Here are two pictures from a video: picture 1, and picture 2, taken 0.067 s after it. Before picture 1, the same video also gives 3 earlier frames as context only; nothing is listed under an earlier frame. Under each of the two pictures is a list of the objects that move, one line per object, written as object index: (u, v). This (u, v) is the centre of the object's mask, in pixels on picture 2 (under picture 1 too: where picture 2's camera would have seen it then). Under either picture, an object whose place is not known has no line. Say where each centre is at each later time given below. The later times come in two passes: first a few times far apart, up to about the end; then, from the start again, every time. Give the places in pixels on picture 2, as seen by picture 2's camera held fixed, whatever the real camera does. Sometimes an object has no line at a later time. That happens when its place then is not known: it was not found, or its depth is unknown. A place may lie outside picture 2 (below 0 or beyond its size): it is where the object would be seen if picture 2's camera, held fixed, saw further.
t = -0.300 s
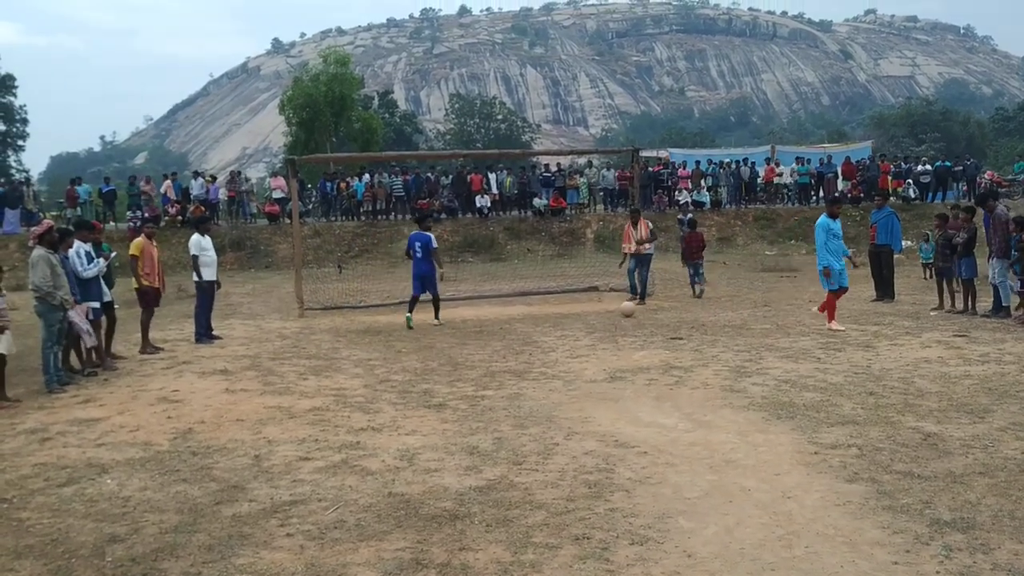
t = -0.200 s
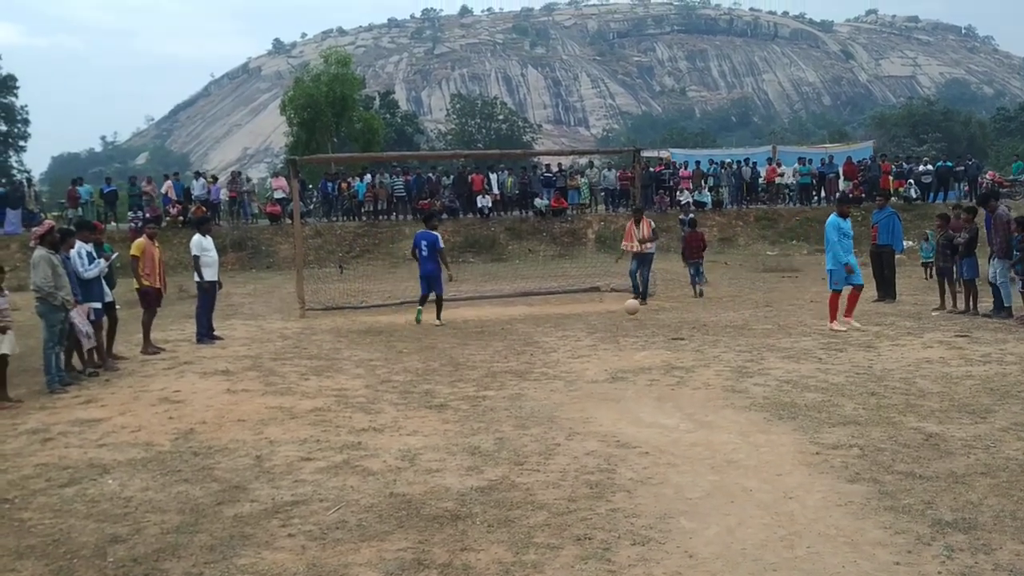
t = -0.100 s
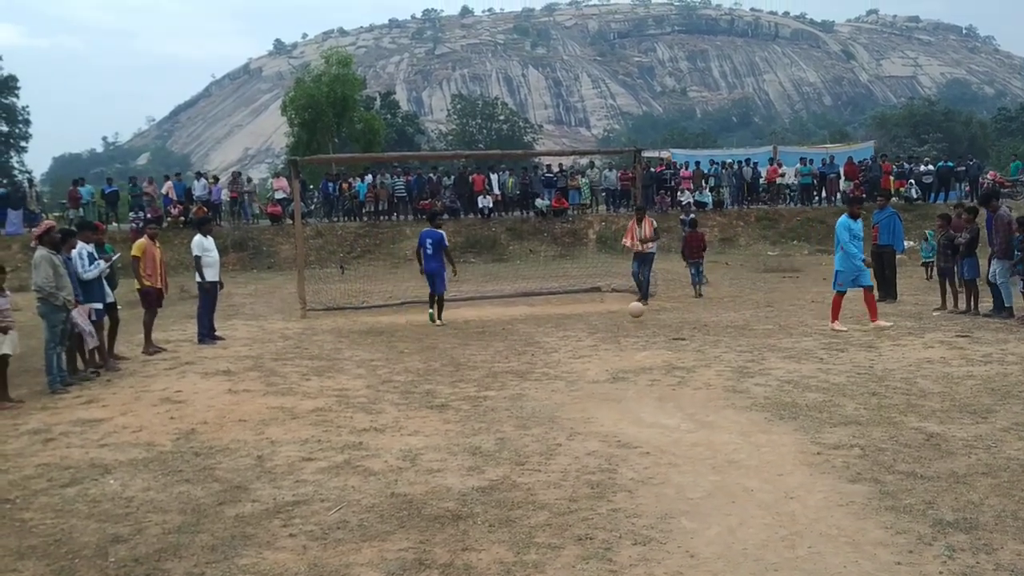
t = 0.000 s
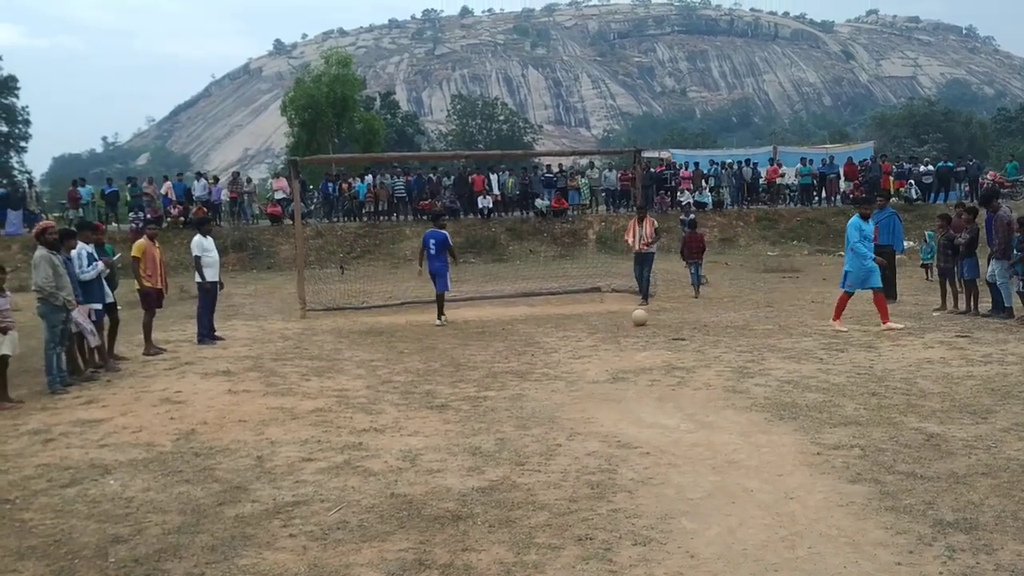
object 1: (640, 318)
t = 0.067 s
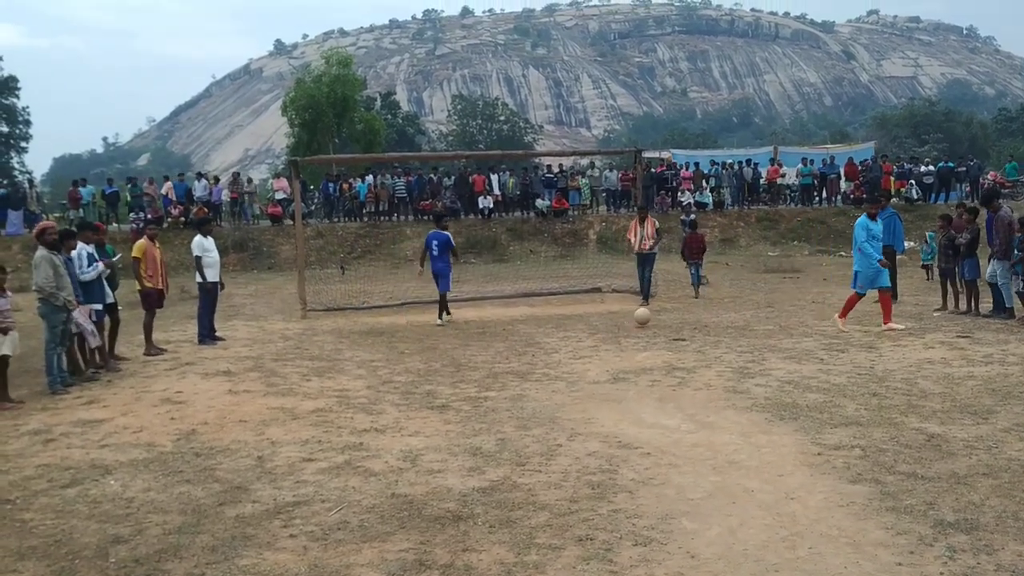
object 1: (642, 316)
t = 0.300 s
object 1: (651, 322)
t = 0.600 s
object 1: (661, 331)
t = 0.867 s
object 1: (672, 341)
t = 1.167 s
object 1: (681, 352)
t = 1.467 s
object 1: (688, 364)
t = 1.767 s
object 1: (698, 376)
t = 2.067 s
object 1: (707, 395)
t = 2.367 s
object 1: (719, 416)
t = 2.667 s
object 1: (731, 440)
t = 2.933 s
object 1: (742, 463)
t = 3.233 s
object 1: (755, 495)
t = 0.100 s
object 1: (644, 317)
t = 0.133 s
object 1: (645, 318)
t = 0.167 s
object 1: (646, 319)
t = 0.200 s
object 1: (647, 321)
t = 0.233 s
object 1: (649, 322)
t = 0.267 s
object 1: (650, 322)
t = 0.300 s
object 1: (651, 322)
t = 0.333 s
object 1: (652, 323)
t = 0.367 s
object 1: (653, 324)
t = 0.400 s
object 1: (654, 327)
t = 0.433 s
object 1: (655, 328)
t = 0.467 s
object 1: (656, 329)
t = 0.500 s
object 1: (657, 330)
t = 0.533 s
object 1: (658, 329)
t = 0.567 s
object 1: (660, 330)
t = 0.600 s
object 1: (661, 331)
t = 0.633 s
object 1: (663, 334)
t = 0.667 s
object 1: (664, 335)
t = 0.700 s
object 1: (664, 334)
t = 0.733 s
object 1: (665, 334)
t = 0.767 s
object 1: (667, 334)
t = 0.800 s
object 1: (668, 335)
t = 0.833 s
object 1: (670, 338)
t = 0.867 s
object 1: (672, 341)
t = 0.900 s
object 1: (672, 342)
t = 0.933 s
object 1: (674, 340)
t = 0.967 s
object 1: (675, 339)
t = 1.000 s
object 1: (676, 338)
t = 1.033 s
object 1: (677, 339)
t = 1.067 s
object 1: (678, 341)
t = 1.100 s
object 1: (679, 344)
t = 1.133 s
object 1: (680, 349)
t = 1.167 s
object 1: (681, 352)
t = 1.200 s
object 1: (682, 352)
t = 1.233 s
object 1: (683, 352)
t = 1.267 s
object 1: (684, 354)
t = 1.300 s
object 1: (684, 357)
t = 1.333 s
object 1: (685, 360)
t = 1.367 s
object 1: (686, 360)
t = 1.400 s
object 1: (687, 360)
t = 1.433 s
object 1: (687, 361)
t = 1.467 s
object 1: (688, 364)
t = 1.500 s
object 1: (689, 367)
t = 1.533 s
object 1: (690, 368)
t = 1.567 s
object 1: (691, 369)
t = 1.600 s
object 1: (692, 370)
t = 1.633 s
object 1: (693, 372)
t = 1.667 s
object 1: (695, 375)
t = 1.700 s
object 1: (696, 375)
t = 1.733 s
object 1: (696, 375)
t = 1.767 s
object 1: (698, 376)
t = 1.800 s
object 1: (699, 379)
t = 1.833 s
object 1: (700, 383)
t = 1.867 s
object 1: (701, 385)
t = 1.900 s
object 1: (702, 383)
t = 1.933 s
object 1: (703, 383)
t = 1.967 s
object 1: (703, 384)
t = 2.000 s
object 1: (705, 386)
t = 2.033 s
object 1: (706, 390)
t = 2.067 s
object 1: (707, 395)
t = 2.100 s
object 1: (709, 401)
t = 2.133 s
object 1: (710, 399)
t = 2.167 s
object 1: (711, 399)
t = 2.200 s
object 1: (712, 401)
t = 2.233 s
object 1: (713, 403)
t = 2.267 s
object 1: (715, 406)
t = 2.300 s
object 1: (716, 412)
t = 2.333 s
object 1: (718, 414)
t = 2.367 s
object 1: (719, 416)
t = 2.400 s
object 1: (720, 420)
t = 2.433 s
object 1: (722, 421)
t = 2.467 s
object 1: (723, 422)
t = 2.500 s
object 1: (724, 425)
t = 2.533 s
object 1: (725, 429)
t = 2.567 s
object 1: (727, 431)
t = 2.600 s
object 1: (728, 433)
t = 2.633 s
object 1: (729, 436)
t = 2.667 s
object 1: (731, 440)
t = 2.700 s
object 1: (732, 442)
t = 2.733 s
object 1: (733, 444)
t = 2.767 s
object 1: (734, 449)
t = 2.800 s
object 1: (736, 451)
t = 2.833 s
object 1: (737, 454)
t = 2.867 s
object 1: (738, 458)
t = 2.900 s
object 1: (740, 460)
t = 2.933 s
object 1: (742, 463)
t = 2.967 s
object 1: (744, 468)
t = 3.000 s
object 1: (745, 469)
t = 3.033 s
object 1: (746, 473)
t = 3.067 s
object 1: (748, 479)
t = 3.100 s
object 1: (749, 481)
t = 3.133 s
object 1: (750, 484)
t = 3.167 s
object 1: (752, 489)
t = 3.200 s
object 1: (753, 492)
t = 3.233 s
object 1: (755, 495)
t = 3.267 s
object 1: (757, 500)
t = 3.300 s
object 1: (758, 504)
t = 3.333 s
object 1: (760, 507)
